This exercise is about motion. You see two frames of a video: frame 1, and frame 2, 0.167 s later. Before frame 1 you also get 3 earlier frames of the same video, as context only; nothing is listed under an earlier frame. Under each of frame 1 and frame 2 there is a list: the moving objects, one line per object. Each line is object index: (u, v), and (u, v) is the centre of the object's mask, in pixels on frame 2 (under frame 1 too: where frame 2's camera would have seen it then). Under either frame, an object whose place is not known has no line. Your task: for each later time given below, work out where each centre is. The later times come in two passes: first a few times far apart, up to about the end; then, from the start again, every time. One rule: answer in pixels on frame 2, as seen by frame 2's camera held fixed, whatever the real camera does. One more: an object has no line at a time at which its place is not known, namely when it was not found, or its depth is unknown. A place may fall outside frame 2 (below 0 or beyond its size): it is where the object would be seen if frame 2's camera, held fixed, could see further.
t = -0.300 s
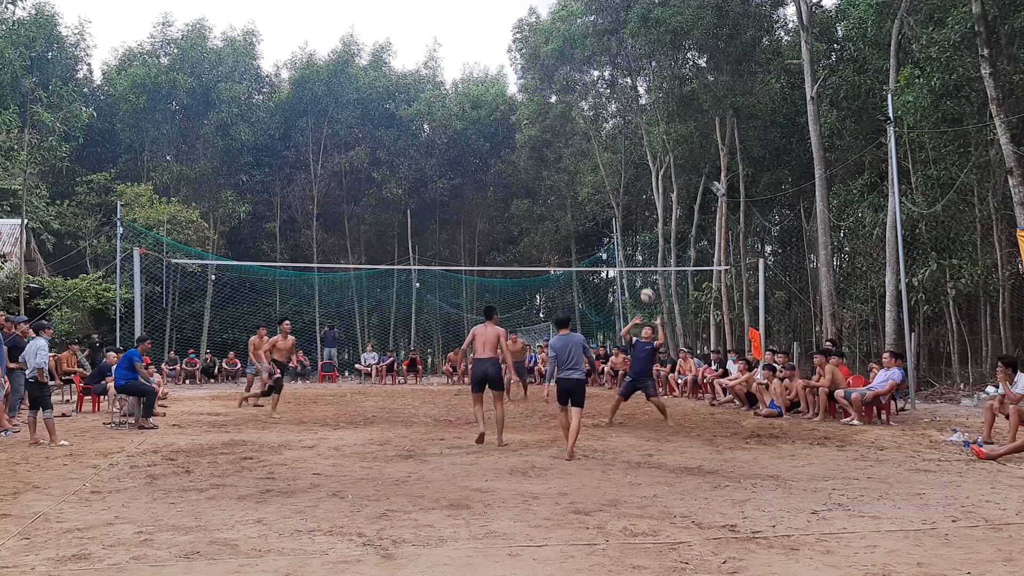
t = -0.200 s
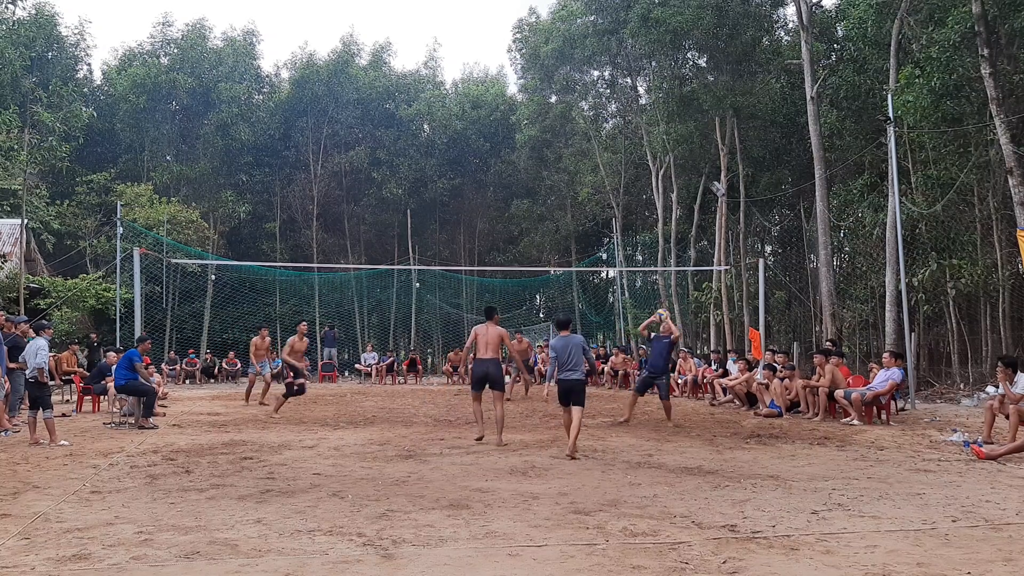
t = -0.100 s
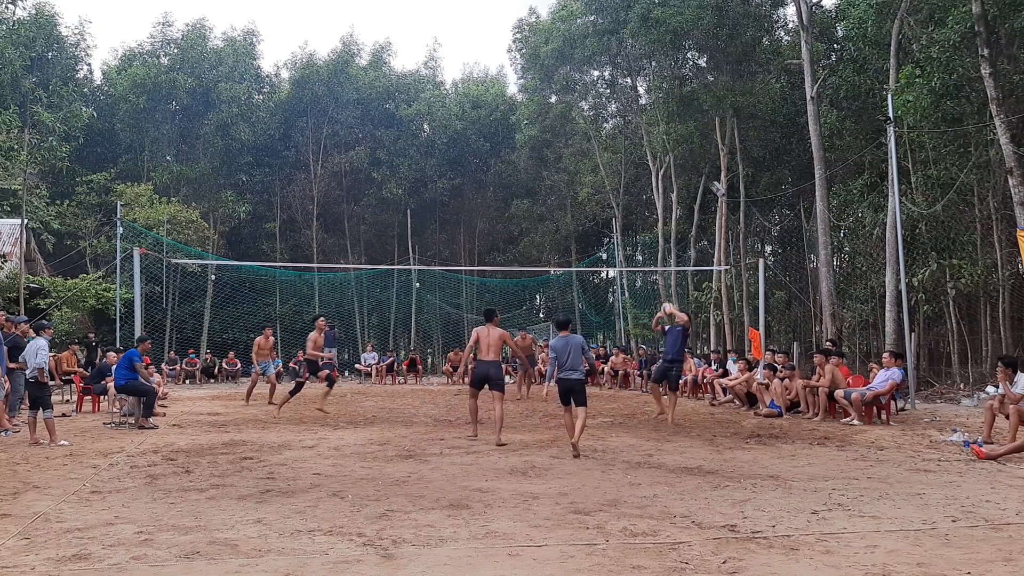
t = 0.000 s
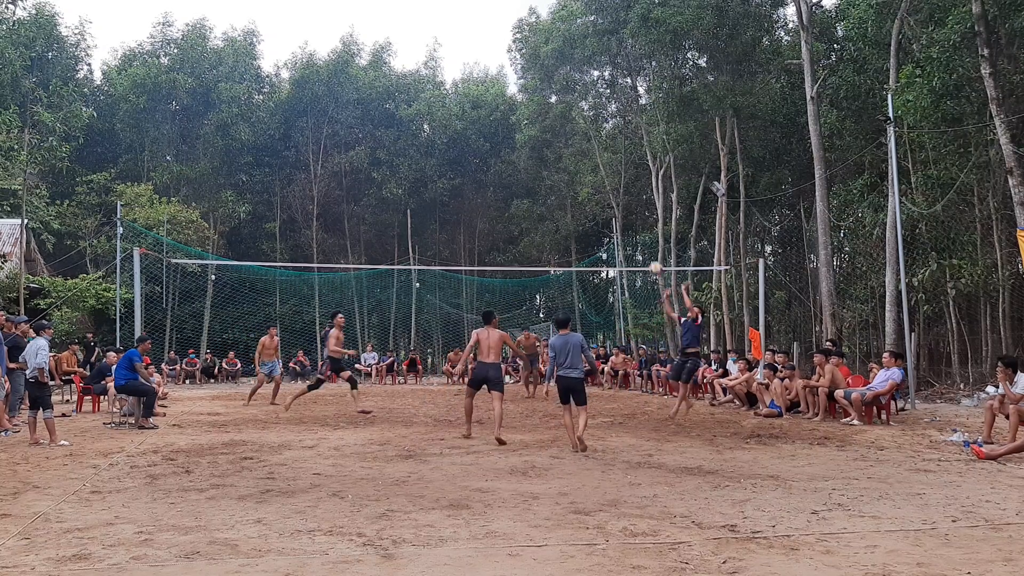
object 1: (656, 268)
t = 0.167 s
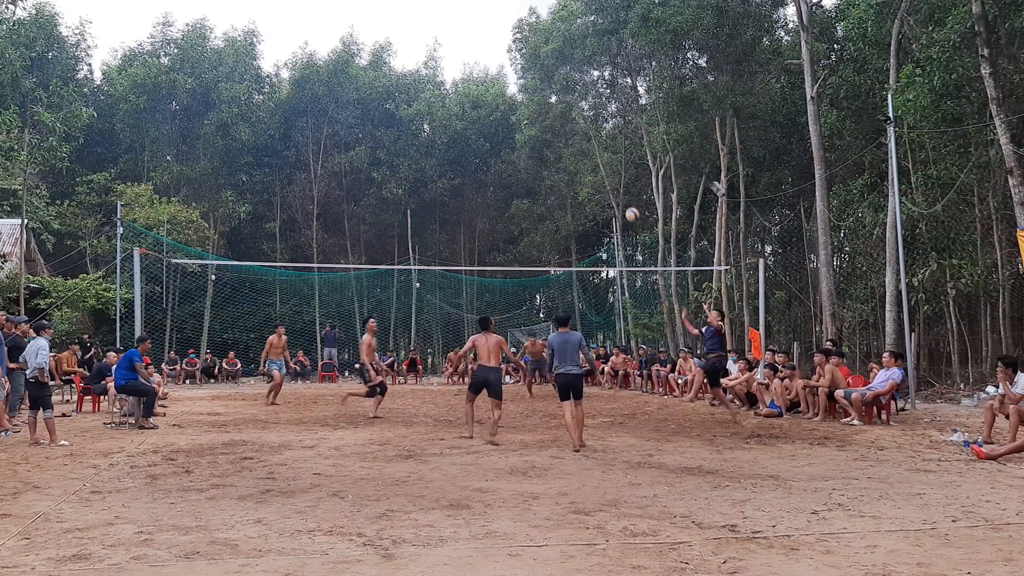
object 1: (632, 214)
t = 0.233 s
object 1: (623, 198)
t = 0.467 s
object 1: (595, 164)
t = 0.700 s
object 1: (566, 163)
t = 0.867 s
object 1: (548, 182)
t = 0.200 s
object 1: (628, 206)
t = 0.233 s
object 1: (623, 198)
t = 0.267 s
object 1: (620, 191)
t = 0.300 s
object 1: (615, 185)
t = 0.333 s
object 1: (611, 180)
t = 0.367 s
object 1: (607, 174)
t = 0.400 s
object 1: (603, 170)
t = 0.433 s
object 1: (599, 167)
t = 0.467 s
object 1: (595, 164)
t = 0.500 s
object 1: (591, 161)
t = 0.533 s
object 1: (587, 160)
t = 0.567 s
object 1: (582, 159)
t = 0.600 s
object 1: (578, 159)
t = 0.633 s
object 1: (574, 160)
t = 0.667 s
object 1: (570, 161)
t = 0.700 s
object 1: (566, 163)
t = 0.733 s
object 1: (563, 166)
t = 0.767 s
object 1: (560, 169)
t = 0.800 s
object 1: (556, 172)
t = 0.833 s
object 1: (552, 177)
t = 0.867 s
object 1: (548, 182)
